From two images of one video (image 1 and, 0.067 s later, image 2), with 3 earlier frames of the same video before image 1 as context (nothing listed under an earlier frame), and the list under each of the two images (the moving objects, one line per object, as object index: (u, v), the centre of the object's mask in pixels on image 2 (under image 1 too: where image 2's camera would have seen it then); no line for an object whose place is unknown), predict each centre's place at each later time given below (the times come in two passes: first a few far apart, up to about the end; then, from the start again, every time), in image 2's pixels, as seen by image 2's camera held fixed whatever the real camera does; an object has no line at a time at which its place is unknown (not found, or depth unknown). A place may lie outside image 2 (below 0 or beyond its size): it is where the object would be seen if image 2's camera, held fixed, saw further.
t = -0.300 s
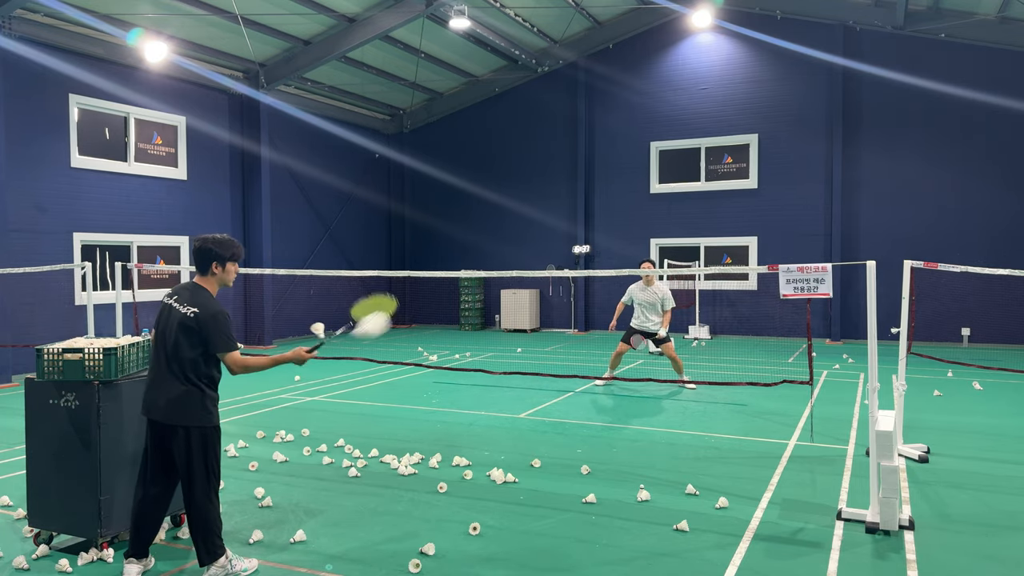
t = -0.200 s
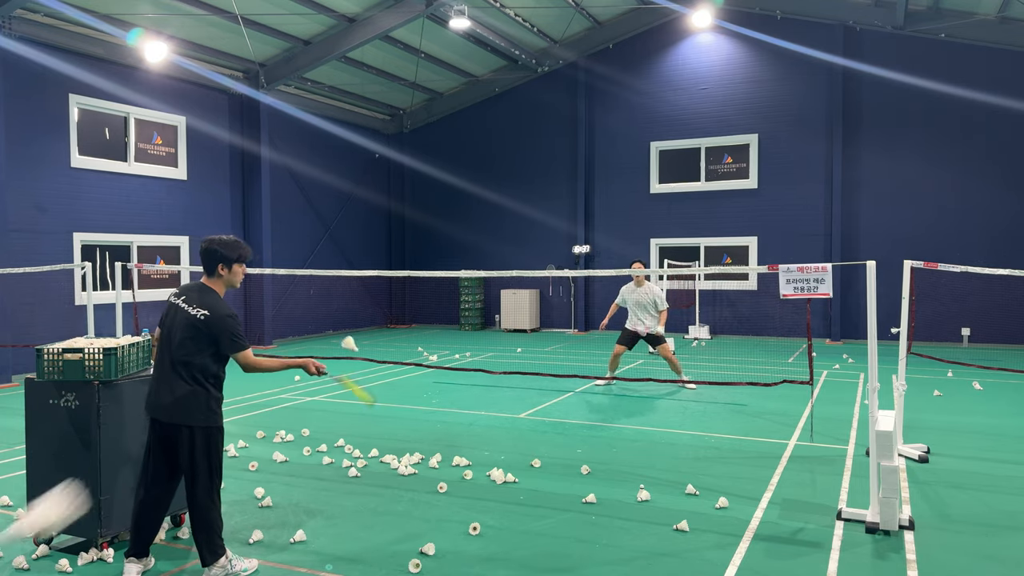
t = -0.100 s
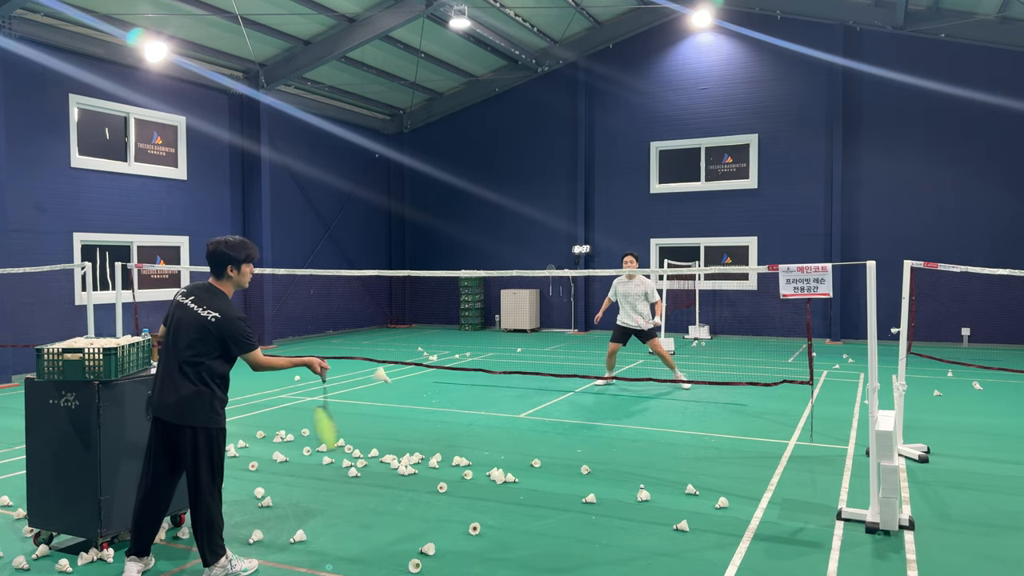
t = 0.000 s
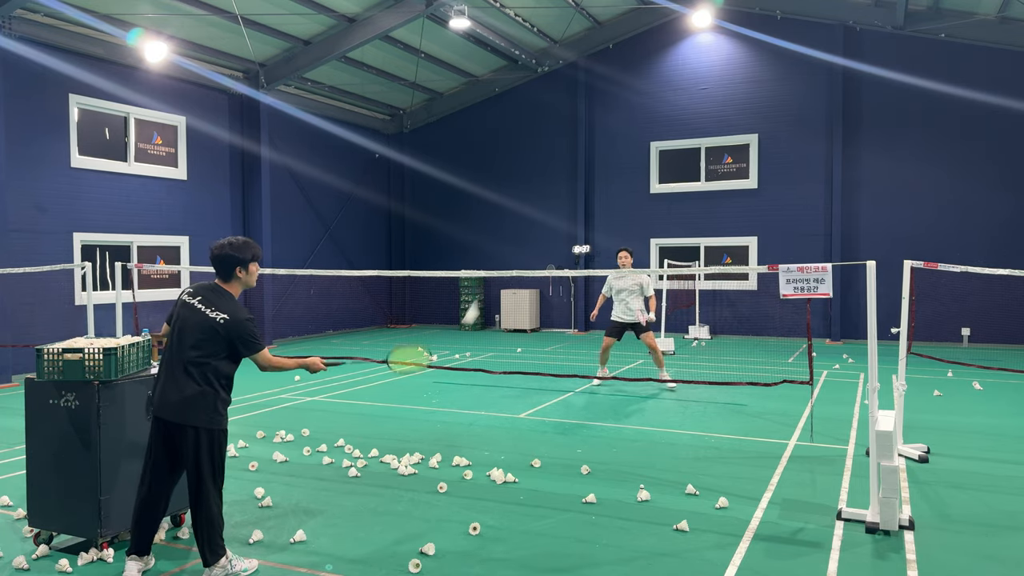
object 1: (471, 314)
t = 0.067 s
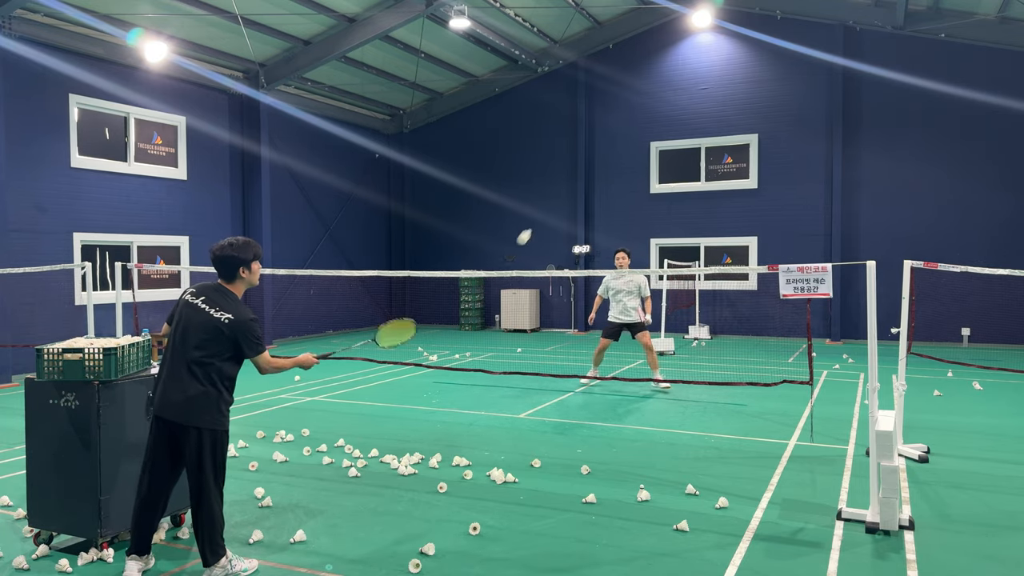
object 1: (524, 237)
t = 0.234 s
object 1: (603, 152)
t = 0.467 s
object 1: (660, 132)
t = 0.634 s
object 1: (687, 152)
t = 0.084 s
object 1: (535, 224)
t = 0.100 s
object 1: (545, 212)
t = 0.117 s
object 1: (554, 202)
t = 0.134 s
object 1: (563, 192)
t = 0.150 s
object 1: (570, 183)
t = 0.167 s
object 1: (578, 175)
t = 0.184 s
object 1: (584, 168)
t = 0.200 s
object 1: (591, 162)
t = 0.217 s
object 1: (597, 157)
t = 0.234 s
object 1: (603, 152)
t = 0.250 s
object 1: (608, 148)
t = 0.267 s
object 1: (613, 144)
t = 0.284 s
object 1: (618, 141)
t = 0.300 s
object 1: (623, 139)
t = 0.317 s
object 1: (627, 136)
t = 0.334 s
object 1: (632, 134)
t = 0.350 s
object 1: (636, 133)
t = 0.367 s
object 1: (639, 132)
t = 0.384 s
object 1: (643, 131)
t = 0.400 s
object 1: (647, 131)
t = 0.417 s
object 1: (650, 131)
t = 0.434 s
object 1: (654, 131)
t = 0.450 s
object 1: (657, 132)
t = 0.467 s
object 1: (660, 132)
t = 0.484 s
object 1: (663, 133)
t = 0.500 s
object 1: (666, 135)
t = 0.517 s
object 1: (669, 136)
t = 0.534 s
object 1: (672, 137)
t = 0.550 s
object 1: (674, 139)
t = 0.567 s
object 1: (676, 142)
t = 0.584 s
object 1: (679, 144)
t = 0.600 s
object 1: (682, 147)
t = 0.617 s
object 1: (684, 150)
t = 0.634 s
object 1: (687, 152)
